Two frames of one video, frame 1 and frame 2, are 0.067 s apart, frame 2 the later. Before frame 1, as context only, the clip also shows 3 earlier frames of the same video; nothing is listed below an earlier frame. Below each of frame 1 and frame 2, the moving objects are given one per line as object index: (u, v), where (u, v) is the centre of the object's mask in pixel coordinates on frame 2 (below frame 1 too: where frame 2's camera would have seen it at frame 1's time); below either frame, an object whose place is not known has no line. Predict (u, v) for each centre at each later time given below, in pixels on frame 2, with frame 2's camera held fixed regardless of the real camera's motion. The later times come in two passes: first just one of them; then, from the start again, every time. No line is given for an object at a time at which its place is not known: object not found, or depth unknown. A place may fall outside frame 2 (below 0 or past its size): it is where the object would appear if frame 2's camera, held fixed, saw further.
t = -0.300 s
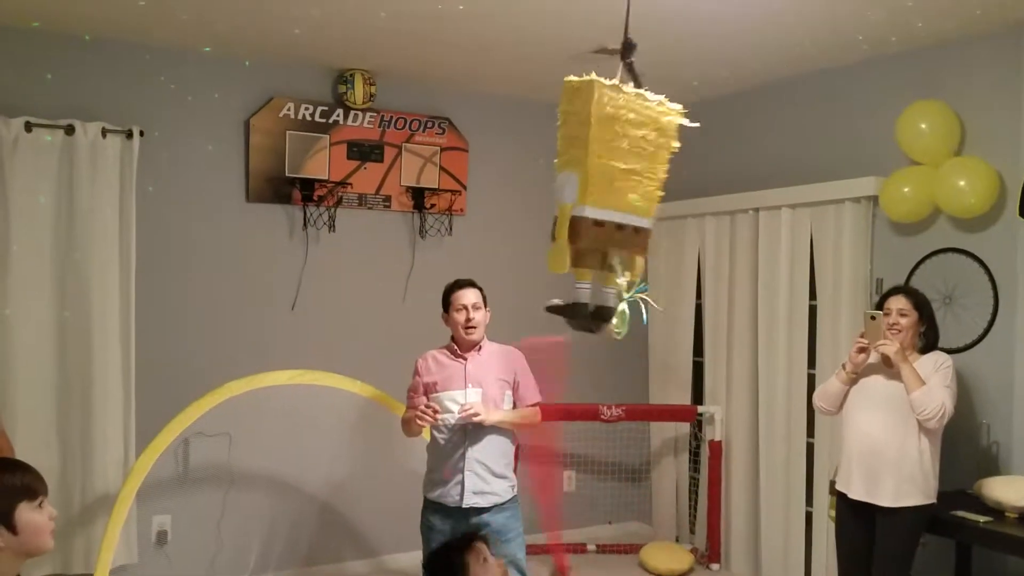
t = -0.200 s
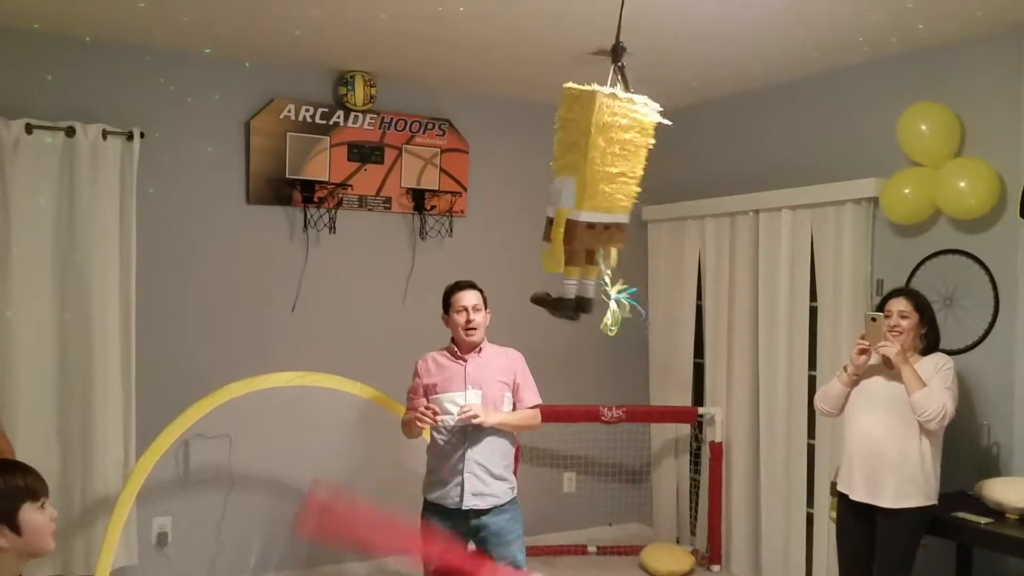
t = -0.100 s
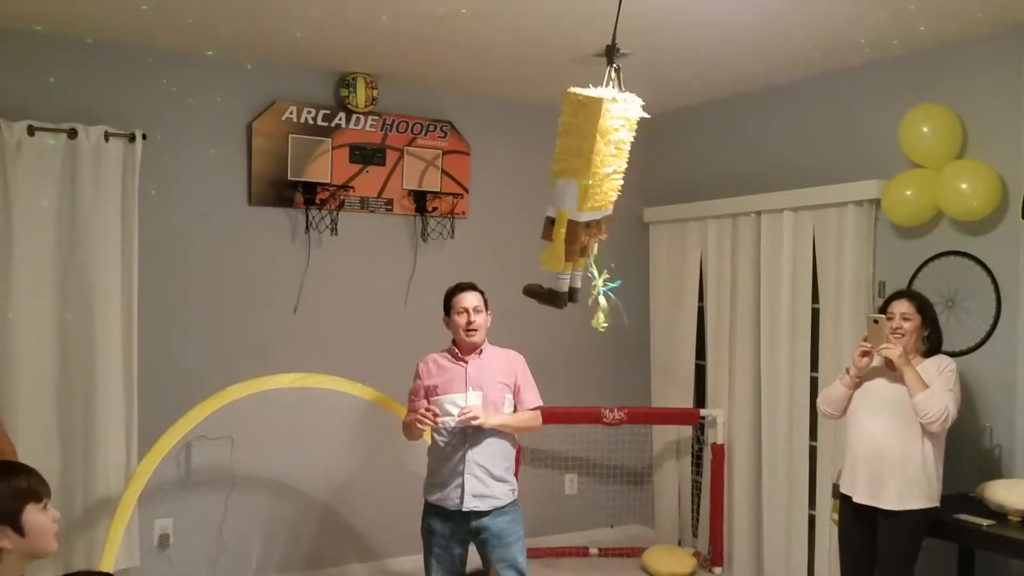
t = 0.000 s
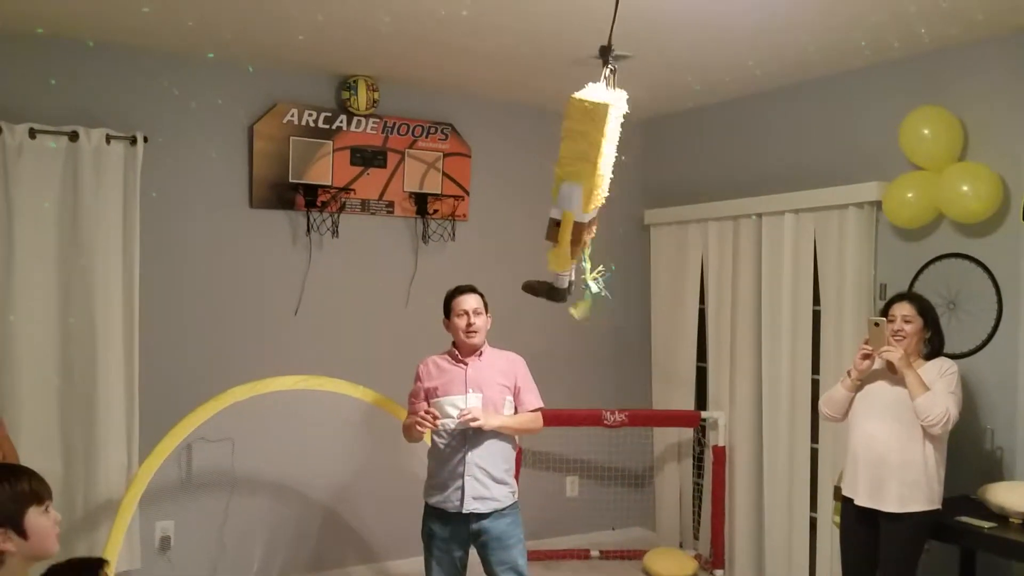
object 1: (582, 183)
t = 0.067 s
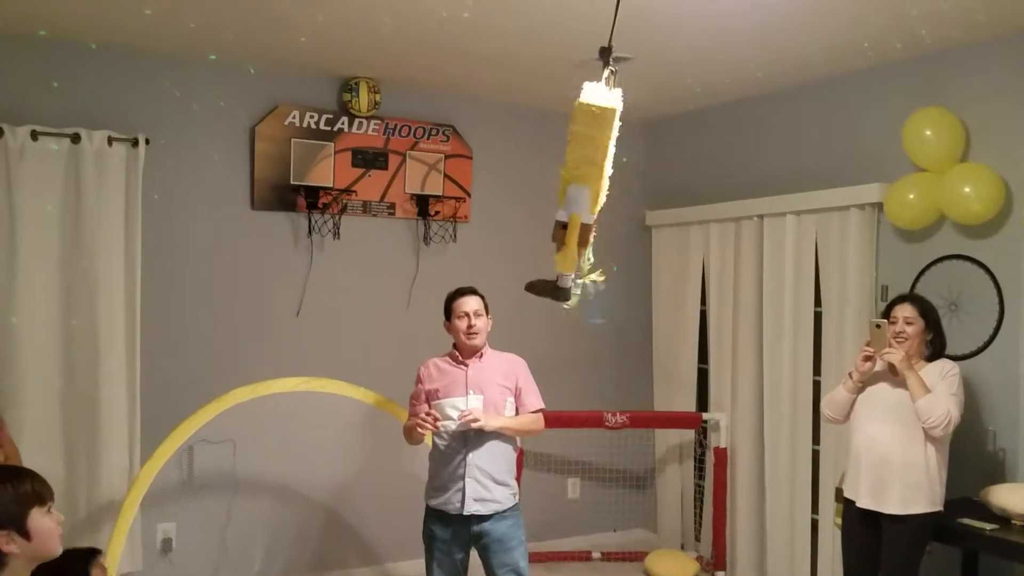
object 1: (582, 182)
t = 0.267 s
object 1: (594, 184)
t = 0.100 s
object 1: (584, 184)
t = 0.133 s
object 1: (585, 181)
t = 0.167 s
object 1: (587, 182)
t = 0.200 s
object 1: (589, 182)
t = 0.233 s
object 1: (591, 182)
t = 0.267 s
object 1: (594, 184)
